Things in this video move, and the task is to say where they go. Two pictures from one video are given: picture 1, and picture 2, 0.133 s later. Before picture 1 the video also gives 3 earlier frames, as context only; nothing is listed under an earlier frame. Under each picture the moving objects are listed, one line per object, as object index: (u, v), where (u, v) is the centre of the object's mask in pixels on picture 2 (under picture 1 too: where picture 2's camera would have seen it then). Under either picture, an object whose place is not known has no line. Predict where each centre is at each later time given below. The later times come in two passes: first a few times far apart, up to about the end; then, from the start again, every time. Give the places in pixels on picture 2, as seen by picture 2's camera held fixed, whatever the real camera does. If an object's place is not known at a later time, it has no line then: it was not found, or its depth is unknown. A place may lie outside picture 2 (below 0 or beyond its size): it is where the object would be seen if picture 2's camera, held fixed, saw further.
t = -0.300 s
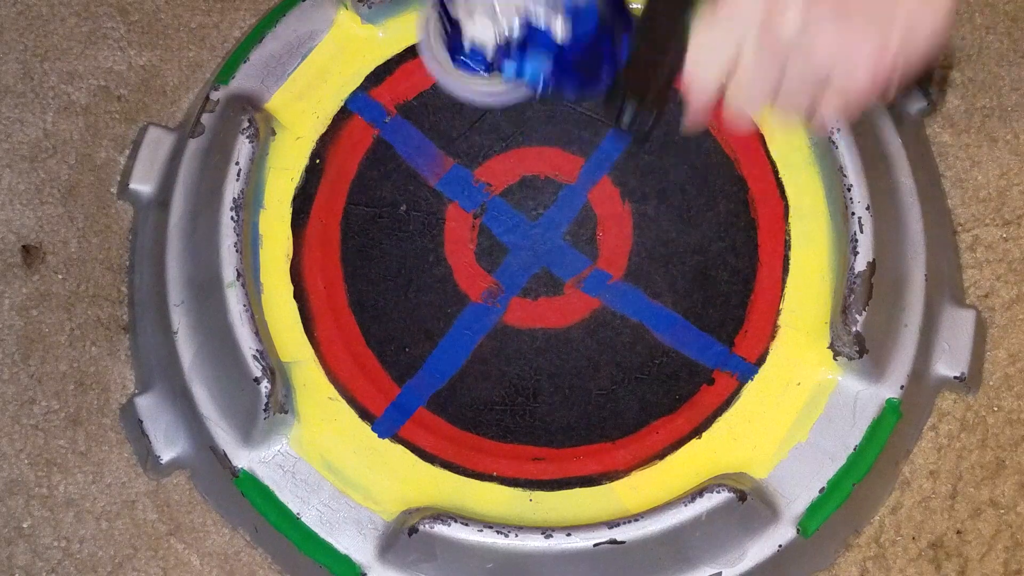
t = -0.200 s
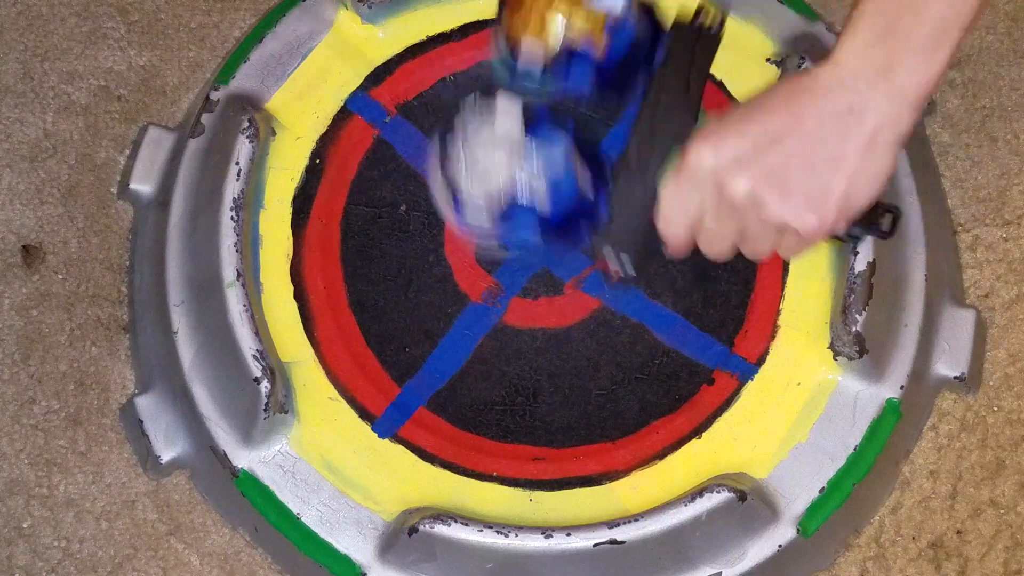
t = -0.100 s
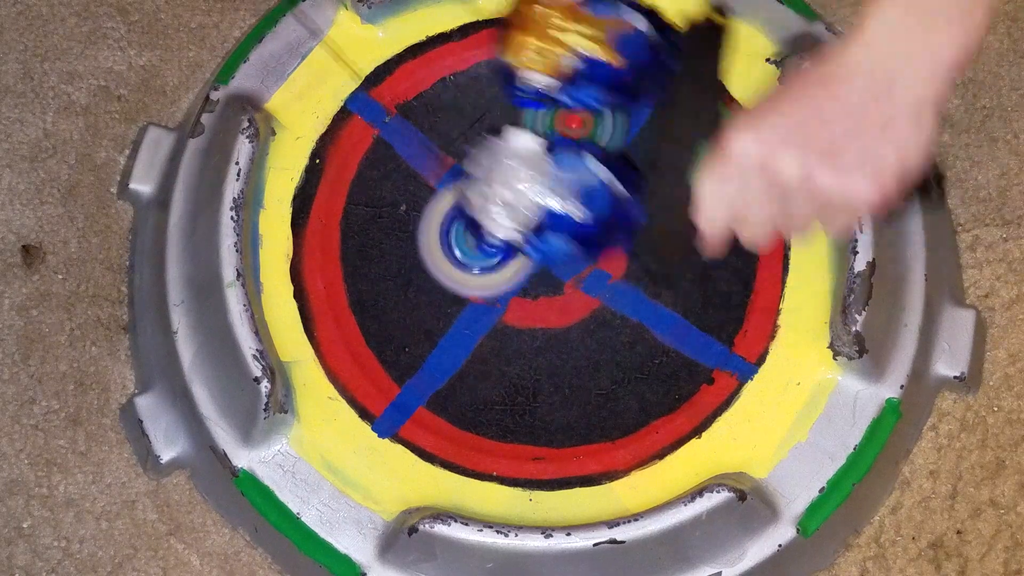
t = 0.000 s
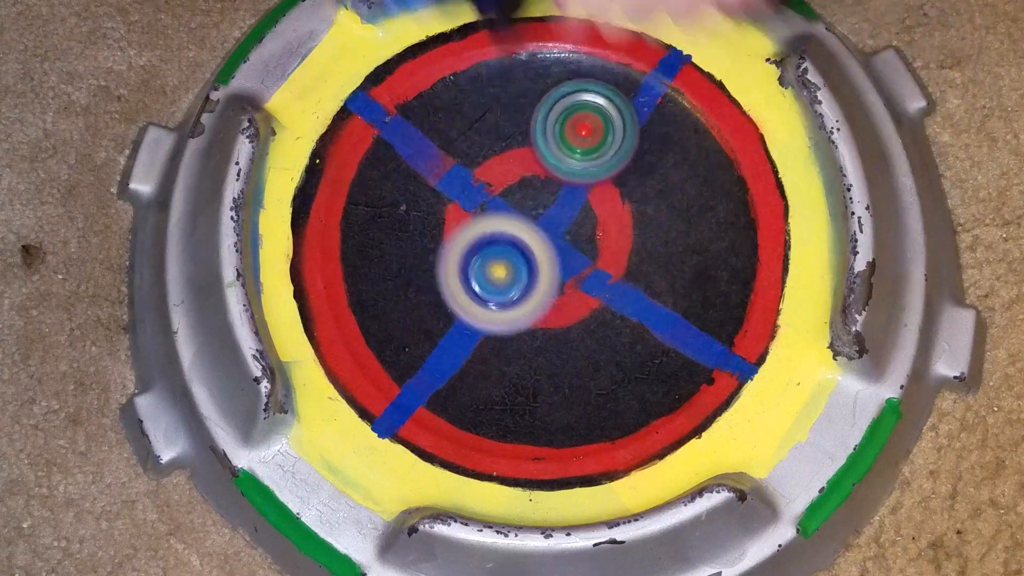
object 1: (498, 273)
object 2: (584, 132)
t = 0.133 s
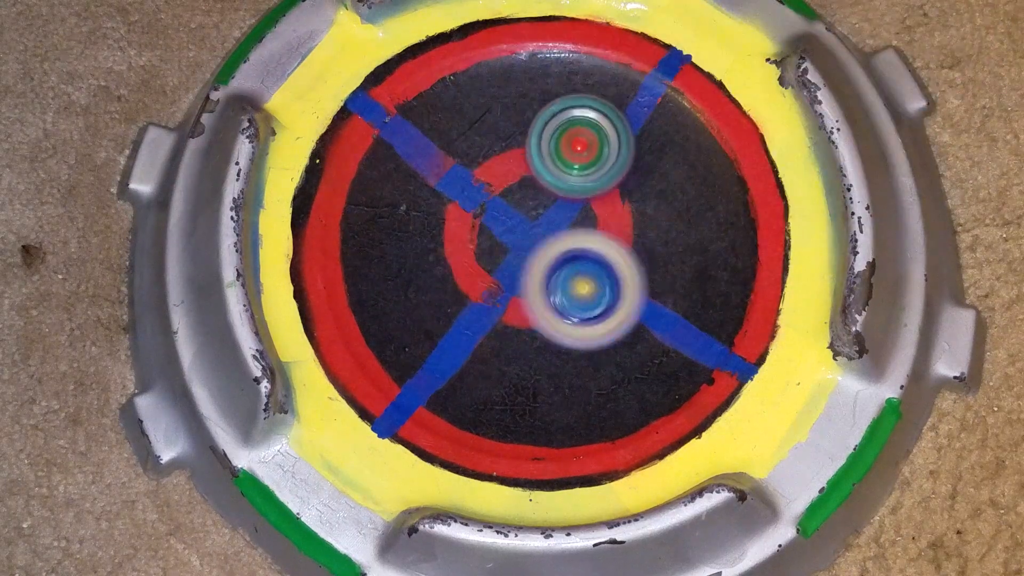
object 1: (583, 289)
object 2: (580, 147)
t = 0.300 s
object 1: (685, 204)
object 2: (565, 143)
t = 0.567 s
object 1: (539, 49)
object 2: (520, 210)
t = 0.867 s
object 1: (417, 420)
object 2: (610, 306)
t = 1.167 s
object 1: (635, 221)
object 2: (763, 151)
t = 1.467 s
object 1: (473, 139)
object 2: (596, 136)
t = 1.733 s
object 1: (397, 246)
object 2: (560, 275)
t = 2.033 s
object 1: (531, 306)
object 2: (637, 388)
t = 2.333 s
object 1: (543, 174)
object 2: (659, 318)
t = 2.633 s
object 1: (441, 231)
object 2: (541, 317)
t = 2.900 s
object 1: (491, 248)
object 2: (537, 389)
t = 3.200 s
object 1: (512, 244)
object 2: (550, 367)
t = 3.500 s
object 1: (492, 217)
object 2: (527, 325)
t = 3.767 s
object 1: (502, 203)
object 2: (500, 316)
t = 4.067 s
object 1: (502, 190)
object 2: (468, 314)
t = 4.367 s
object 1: (512, 189)
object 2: (464, 293)
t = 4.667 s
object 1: (537, 187)
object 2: (473, 281)
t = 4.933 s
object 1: (550, 178)
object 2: (484, 282)
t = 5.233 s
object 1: (585, 171)
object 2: (503, 286)
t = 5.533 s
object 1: (574, 187)
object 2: (506, 289)
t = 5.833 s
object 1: (583, 208)
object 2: (512, 297)
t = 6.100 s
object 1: (588, 219)
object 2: (500, 295)
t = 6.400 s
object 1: (580, 238)
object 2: (479, 299)
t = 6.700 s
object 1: (581, 251)
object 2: (462, 276)
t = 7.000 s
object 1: (574, 253)
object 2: (454, 244)
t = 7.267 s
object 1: (560, 258)
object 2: (451, 208)
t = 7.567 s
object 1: (538, 260)
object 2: (477, 160)
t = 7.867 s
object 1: (519, 267)
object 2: (530, 146)
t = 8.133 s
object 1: (513, 266)
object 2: (576, 166)
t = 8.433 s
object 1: (506, 258)
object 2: (614, 207)
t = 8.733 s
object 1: (504, 244)
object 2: (626, 262)
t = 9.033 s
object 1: (501, 219)
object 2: (597, 313)
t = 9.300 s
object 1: (494, 197)
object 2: (553, 339)
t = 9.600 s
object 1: (505, 191)
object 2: (499, 317)
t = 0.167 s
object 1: (605, 281)
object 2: (579, 147)
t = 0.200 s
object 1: (628, 269)
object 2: (577, 146)
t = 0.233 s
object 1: (652, 250)
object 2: (574, 144)
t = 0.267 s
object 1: (671, 229)
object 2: (571, 142)
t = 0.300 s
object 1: (685, 204)
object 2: (565, 143)
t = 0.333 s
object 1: (692, 178)
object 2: (559, 146)
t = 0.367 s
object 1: (694, 150)
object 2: (552, 151)
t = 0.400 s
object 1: (687, 123)
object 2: (547, 157)
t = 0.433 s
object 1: (674, 97)
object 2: (541, 164)
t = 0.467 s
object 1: (652, 74)
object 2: (536, 172)
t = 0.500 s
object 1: (623, 55)
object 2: (529, 181)
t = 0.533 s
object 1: (584, 49)
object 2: (524, 194)
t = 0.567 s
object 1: (539, 49)
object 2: (520, 210)
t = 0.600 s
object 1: (490, 57)
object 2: (519, 226)
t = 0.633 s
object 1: (445, 80)
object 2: (521, 242)
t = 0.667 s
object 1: (404, 116)
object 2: (527, 258)
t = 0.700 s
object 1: (375, 160)
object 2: (539, 275)
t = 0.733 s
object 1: (357, 211)
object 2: (554, 286)
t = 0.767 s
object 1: (354, 264)
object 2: (569, 294)
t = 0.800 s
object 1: (362, 320)
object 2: (582, 300)
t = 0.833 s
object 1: (384, 371)
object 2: (595, 304)
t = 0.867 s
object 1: (417, 420)
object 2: (610, 306)
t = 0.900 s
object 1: (462, 424)
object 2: (626, 304)
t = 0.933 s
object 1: (507, 396)
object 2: (640, 300)
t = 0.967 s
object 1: (548, 373)
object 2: (653, 294)
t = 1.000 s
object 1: (569, 348)
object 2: (687, 276)
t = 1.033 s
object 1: (576, 330)
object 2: (725, 252)
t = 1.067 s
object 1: (589, 304)
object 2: (752, 225)
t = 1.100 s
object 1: (604, 279)
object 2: (768, 195)
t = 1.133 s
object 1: (621, 250)
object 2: (776, 170)
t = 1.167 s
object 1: (635, 221)
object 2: (763, 151)
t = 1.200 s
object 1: (643, 194)
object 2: (747, 136)
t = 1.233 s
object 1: (628, 172)
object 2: (754, 116)
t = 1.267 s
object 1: (607, 153)
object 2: (738, 106)
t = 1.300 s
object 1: (587, 138)
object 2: (712, 105)
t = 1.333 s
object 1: (566, 131)
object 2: (682, 110)
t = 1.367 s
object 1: (535, 127)
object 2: (664, 115)
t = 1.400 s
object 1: (510, 127)
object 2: (643, 120)
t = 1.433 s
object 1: (489, 131)
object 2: (621, 127)
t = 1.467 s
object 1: (473, 139)
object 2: (596, 136)
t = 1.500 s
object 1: (455, 151)
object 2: (580, 149)
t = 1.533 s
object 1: (436, 165)
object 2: (571, 165)
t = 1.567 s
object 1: (424, 181)
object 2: (561, 182)
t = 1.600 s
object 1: (419, 199)
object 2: (551, 200)
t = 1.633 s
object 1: (420, 215)
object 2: (541, 218)
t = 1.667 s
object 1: (411, 226)
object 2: (545, 238)
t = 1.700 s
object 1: (400, 236)
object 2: (553, 257)
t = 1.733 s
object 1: (397, 246)
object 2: (560, 275)
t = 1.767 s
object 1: (398, 259)
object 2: (566, 289)
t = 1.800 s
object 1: (404, 272)
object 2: (571, 304)
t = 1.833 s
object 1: (415, 283)
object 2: (574, 318)
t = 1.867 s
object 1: (432, 295)
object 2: (580, 333)
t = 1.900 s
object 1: (451, 306)
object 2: (587, 347)
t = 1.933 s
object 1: (473, 314)
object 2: (595, 359)
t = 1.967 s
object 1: (494, 317)
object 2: (607, 371)
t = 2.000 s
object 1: (512, 313)
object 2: (622, 381)
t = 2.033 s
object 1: (531, 306)
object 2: (637, 388)
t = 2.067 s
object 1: (548, 294)
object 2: (651, 393)
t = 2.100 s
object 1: (563, 281)
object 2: (665, 391)
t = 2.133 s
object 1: (574, 265)
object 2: (676, 384)
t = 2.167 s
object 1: (579, 248)
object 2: (683, 372)
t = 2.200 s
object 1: (581, 231)
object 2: (686, 359)
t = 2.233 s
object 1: (578, 213)
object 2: (684, 347)
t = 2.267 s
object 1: (570, 198)
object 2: (679, 336)
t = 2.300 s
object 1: (558, 184)
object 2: (670, 326)
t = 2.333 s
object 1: (543, 174)
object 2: (659, 318)
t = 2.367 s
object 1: (527, 167)
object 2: (646, 312)
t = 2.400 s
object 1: (510, 165)
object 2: (632, 307)
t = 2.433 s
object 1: (493, 167)
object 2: (617, 304)
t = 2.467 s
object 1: (478, 172)
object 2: (601, 301)
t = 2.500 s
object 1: (466, 184)
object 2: (586, 299)
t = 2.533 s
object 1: (457, 200)
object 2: (572, 299)
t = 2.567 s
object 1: (452, 217)
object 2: (558, 300)
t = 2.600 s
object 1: (449, 230)
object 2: (543, 303)
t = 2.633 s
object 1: (441, 231)
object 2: (541, 317)
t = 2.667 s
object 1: (439, 232)
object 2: (539, 330)
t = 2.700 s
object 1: (443, 234)
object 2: (537, 338)
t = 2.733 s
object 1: (450, 240)
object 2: (535, 345)
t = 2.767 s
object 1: (460, 248)
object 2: (532, 351)
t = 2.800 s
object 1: (469, 257)
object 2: (529, 357)
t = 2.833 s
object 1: (477, 254)
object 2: (530, 368)
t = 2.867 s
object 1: (484, 250)
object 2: (532, 379)
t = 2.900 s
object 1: (491, 248)
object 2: (537, 389)
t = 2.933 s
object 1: (497, 246)
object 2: (542, 394)
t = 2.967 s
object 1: (503, 244)
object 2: (547, 395)
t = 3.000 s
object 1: (510, 243)
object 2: (550, 395)
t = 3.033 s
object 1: (514, 243)
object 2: (553, 392)
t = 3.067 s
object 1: (517, 243)
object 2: (554, 388)
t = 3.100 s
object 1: (518, 244)
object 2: (555, 384)
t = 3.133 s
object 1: (516, 245)
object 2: (554, 379)
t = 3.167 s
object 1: (515, 245)
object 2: (552, 373)
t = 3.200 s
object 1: (512, 244)
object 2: (550, 367)
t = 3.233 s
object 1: (510, 244)
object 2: (547, 360)
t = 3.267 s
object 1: (509, 243)
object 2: (543, 351)
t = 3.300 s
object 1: (507, 239)
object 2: (539, 350)
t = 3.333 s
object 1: (506, 229)
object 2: (539, 350)
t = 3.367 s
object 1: (503, 221)
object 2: (540, 346)
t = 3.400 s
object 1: (502, 217)
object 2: (539, 341)
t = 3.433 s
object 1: (497, 217)
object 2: (535, 336)
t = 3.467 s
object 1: (493, 218)
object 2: (532, 329)
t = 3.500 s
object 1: (492, 217)
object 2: (527, 325)
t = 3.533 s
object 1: (492, 210)
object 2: (525, 326)
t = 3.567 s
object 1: (492, 206)
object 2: (521, 325)
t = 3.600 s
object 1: (492, 205)
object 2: (519, 320)
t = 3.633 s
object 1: (494, 207)
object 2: (515, 317)
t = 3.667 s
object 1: (495, 204)
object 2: (510, 318)
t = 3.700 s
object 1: (498, 203)
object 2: (508, 318)
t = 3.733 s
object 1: (500, 203)
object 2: (505, 317)
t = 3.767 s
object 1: (502, 203)
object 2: (500, 316)
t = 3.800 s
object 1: (504, 200)
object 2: (496, 317)
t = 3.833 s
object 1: (508, 195)
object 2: (493, 318)
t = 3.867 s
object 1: (511, 189)
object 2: (489, 317)
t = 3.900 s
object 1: (510, 183)
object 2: (485, 317)
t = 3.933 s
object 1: (508, 180)
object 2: (480, 317)
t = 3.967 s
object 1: (505, 180)
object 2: (476, 318)
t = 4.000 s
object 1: (504, 182)
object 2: (471, 317)
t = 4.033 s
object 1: (503, 186)
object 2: (469, 316)
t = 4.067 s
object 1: (502, 190)
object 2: (468, 314)
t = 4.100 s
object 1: (503, 194)
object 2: (464, 311)
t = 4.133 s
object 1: (503, 197)
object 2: (462, 306)
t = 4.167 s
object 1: (503, 199)
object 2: (460, 302)
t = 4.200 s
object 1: (505, 198)
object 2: (458, 302)
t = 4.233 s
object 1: (506, 196)
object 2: (458, 301)
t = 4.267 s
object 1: (507, 195)
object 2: (459, 299)
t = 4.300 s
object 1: (508, 194)
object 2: (461, 297)
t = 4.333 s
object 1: (509, 193)
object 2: (464, 294)
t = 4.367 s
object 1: (512, 189)
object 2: (464, 293)
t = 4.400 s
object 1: (516, 186)
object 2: (465, 292)
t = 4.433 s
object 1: (518, 185)
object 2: (467, 290)
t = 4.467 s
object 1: (520, 185)
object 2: (469, 287)
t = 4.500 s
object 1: (522, 186)
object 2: (469, 285)
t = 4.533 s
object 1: (526, 186)
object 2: (470, 284)
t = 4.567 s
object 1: (529, 187)
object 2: (470, 284)
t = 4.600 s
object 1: (531, 188)
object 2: (471, 283)
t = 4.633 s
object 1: (535, 187)
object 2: (472, 283)
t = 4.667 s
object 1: (537, 187)
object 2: (473, 281)
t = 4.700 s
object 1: (537, 187)
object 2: (475, 280)
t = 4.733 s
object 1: (538, 186)
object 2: (476, 280)
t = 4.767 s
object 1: (539, 186)
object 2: (477, 279)
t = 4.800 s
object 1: (539, 184)
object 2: (478, 280)
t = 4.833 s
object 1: (540, 183)
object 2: (479, 280)
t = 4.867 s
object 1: (541, 183)
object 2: (482, 279)
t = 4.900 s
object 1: (543, 181)
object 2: (482, 279)
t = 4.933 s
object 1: (550, 178)
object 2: (484, 282)
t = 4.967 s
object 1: (559, 175)
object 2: (487, 285)
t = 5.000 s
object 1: (566, 174)
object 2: (490, 286)
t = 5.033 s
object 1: (572, 174)
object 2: (494, 287)
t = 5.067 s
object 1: (575, 176)
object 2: (500, 287)
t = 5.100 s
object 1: (576, 177)
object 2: (506, 286)
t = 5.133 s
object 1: (575, 179)
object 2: (510, 282)
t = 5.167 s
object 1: (573, 180)
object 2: (513, 278)
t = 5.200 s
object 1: (579, 176)
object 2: (507, 282)
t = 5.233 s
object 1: (585, 171)
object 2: (503, 286)
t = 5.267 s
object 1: (588, 169)
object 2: (502, 290)
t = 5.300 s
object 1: (588, 169)
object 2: (501, 291)
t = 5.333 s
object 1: (586, 171)
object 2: (502, 292)
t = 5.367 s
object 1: (583, 173)
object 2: (502, 292)
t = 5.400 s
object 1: (581, 176)
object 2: (503, 291)
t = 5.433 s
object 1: (579, 179)
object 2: (503, 291)
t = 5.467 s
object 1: (577, 181)
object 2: (503, 290)
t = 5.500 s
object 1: (575, 184)
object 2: (504, 289)
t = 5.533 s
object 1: (574, 187)
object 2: (506, 289)
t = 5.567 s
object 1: (572, 191)
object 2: (508, 289)
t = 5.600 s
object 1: (572, 194)
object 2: (509, 289)
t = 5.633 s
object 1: (573, 196)
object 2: (509, 291)
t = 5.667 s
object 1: (574, 197)
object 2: (510, 293)
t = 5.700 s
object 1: (575, 199)
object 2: (512, 293)
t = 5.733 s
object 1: (578, 201)
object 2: (511, 294)
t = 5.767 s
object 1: (580, 203)
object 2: (511, 297)
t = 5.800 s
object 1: (582, 206)
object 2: (511, 297)
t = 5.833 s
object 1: (583, 208)
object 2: (512, 297)
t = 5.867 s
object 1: (586, 209)
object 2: (510, 299)
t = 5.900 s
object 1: (588, 210)
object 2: (509, 299)
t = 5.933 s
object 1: (589, 212)
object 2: (508, 298)
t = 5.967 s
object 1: (589, 213)
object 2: (509, 297)
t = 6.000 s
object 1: (590, 214)
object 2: (506, 297)
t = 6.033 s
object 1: (590, 215)
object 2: (504, 296)
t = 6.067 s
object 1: (589, 217)
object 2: (503, 296)
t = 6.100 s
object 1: (588, 219)
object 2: (500, 295)
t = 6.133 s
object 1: (587, 221)
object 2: (497, 295)
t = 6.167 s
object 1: (585, 223)
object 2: (493, 295)
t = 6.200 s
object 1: (583, 224)
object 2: (491, 296)
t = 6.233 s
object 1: (581, 226)
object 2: (489, 298)
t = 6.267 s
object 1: (580, 227)
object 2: (486, 300)
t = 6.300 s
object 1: (578, 230)
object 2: (485, 300)
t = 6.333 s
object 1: (579, 233)
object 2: (483, 301)
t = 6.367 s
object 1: (580, 235)
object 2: (481, 301)
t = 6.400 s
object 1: (580, 238)
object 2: (479, 299)
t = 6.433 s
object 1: (580, 241)
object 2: (477, 295)
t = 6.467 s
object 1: (583, 243)
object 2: (473, 294)
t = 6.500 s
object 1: (584, 245)
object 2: (470, 292)
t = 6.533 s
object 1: (584, 246)
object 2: (468, 289)
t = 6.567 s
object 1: (582, 249)
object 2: (467, 287)
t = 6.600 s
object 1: (581, 250)
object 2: (467, 284)
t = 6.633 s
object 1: (581, 252)
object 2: (465, 281)
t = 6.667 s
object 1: (580, 251)
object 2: (464, 278)
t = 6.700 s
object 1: (581, 251)
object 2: (462, 276)
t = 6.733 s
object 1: (581, 250)
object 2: (461, 274)
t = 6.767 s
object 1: (581, 250)
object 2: (460, 271)
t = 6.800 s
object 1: (580, 250)
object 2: (459, 267)
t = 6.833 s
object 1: (579, 251)
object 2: (459, 263)
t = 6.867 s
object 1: (578, 252)
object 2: (458, 260)
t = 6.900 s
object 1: (578, 252)
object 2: (456, 256)
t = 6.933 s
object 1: (578, 252)
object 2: (456, 254)
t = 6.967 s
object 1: (576, 253)
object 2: (456, 250)
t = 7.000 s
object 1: (574, 253)
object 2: (454, 244)
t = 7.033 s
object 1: (574, 255)
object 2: (452, 240)
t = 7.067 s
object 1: (573, 255)
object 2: (451, 237)
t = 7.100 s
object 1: (571, 255)
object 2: (451, 233)
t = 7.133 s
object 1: (569, 255)
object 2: (452, 229)
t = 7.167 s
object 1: (567, 256)
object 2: (449, 222)
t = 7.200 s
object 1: (565, 256)
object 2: (449, 217)
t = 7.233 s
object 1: (563, 257)
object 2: (451, 213)
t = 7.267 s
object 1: (560, 258)
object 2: (451, 208)
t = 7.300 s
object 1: (558, 260)
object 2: (451, 204)
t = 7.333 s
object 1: (555, 261)
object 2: (453, 200)
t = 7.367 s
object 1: (552, 261)
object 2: (455, 195)
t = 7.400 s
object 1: (551, 261)
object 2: (455, 189)
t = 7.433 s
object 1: (549, 261)
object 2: (458, 182)
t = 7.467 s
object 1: (546, 260)
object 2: (460, 177)
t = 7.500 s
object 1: (543, 258)
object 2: (465, 172)
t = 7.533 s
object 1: (541, 259)
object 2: (471, 167)
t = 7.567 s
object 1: (538, 260)
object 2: (477, 160)
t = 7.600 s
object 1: (535, 262)
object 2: (482, 157)
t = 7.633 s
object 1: (530, 263)
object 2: (485, 154)
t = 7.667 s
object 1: (527, 263)
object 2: (491, 153)
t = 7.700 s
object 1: (523, 265)
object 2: (496, 152)
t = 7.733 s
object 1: (521, 267)
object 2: (501, 149)
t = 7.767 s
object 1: (520, 268)
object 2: (508, 148)
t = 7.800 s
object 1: (519, 268)
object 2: (515, 147)
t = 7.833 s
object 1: (519, 268)
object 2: (523, 147)
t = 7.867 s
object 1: (519, 267)
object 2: (530, 146)
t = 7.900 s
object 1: (517, 267)
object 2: (537, 147)
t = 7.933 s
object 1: (515, 267)
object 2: (543, 147)
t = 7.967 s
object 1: (515, 267)
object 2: (548, 148)
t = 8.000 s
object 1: (516, 266)
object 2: (553, 150)
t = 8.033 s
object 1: (515, 266)
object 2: (559, 153)
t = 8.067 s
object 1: (515, 266)
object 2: (565, 157)
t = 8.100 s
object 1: (514, 266)
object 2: (571, 162)
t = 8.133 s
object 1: (513, 266)
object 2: (576, 166)
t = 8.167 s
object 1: (511, 264)
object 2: (580, 171)
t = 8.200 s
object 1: (510, 264)
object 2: (585, 175)
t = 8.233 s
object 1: (507, 263)
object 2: (591, 178)
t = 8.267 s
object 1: (506, 262)
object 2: (595, 183)
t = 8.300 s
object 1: (506, 261)
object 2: (599, 189)
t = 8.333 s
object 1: (505, 260)
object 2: (605, 194)
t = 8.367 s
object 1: (505, 260)
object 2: (607, 198)
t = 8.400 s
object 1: (506, 259)
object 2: (610, 202)
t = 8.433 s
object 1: (506, 258)
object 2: (614, 207)
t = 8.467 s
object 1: (504, 258)
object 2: (617, 212)
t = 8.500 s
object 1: (503, 256)
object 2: (620, 218)
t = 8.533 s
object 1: (502, 255)
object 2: (622, 224)
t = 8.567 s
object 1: (501, 254)
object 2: (622, 230)
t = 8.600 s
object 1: (501, 253)
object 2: (623, 237)
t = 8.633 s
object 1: (502, 250)
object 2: (623, 243)
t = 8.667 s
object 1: (503, 248)
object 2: (623, 250)
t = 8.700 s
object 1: (503, 245)
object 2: (625, 256)
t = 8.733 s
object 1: (504, 244)
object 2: (626, 262)
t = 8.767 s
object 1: (505, 242)
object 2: (625, 268)
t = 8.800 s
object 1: (506, 240)
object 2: (623, 274)
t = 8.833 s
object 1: (507, 238)
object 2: (621, 280)
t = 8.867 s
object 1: (506, 236)
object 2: (618, 285)
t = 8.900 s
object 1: (506, 234)
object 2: (614, 289)
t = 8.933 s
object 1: (506, 232)
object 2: (608, 294)
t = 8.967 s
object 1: (507, 231)
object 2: (602, 298)
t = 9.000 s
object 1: (506, 226)
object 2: (599, 306)
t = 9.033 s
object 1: (501, 219)
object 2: (597, 313)
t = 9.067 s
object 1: (499, 214)
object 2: (594, 318)
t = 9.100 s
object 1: (498, 211)
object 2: (589, 323)
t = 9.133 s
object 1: (497, 208)
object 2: (584, 328)
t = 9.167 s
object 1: (496, 205)
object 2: (579, 332)
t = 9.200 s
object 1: (495, 202)
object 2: (572, 335)
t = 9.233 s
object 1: (495, 201)
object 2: (566, 337)
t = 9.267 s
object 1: (494, 199)
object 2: (560, 338)
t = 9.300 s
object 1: (494, 197)
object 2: (553, 339)
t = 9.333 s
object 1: (494, 195)
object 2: (546, 340)
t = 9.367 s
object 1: (494, 192)
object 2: (539, 339)
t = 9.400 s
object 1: (494, 191)
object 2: (532, 339)
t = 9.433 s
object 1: (494, 189)
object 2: (525, 337)
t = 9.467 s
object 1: (496, 188)
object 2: (518, 335)
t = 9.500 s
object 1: (498, 189)
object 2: (515, 332)
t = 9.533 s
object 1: (500, 189)
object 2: (510, 328)
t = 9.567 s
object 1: (503, 190)
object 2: (504, 322)
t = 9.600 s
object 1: (505, 191)
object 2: (499, 317)
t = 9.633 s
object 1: (508, 193)
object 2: (493, 310)
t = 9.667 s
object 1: (510, 195)
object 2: (487, 305)
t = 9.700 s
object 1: (514, 194)
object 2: (480, 301)
